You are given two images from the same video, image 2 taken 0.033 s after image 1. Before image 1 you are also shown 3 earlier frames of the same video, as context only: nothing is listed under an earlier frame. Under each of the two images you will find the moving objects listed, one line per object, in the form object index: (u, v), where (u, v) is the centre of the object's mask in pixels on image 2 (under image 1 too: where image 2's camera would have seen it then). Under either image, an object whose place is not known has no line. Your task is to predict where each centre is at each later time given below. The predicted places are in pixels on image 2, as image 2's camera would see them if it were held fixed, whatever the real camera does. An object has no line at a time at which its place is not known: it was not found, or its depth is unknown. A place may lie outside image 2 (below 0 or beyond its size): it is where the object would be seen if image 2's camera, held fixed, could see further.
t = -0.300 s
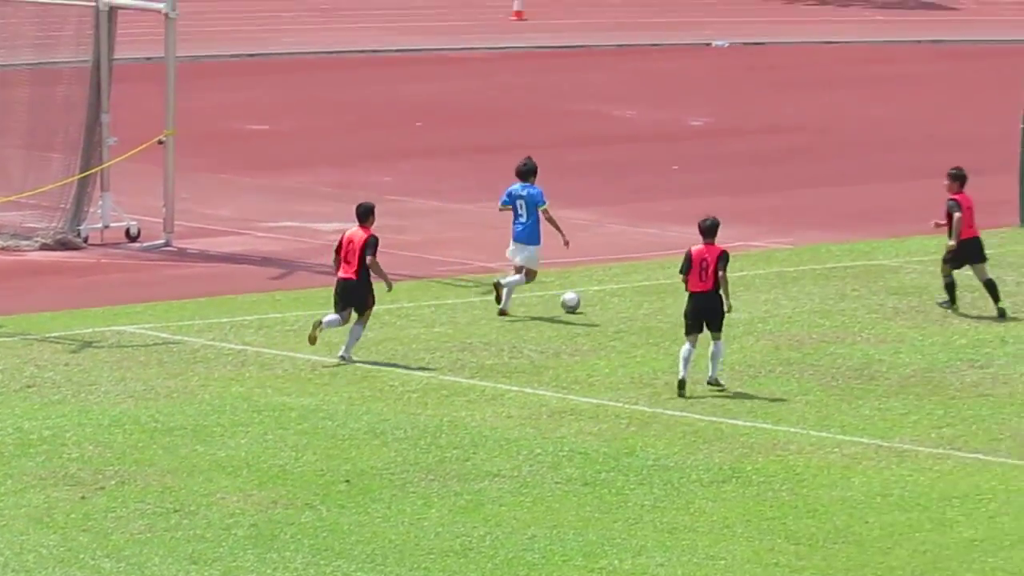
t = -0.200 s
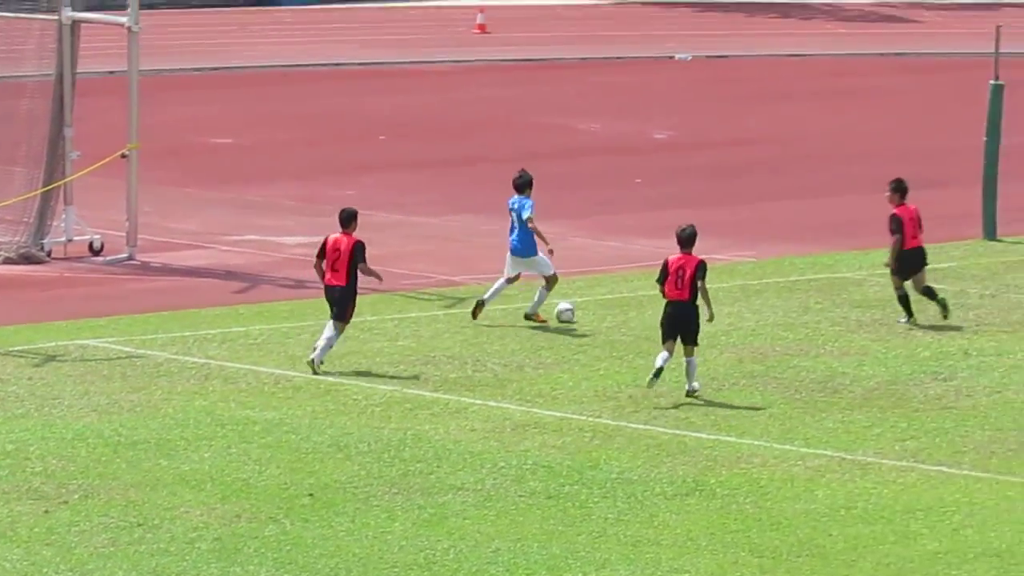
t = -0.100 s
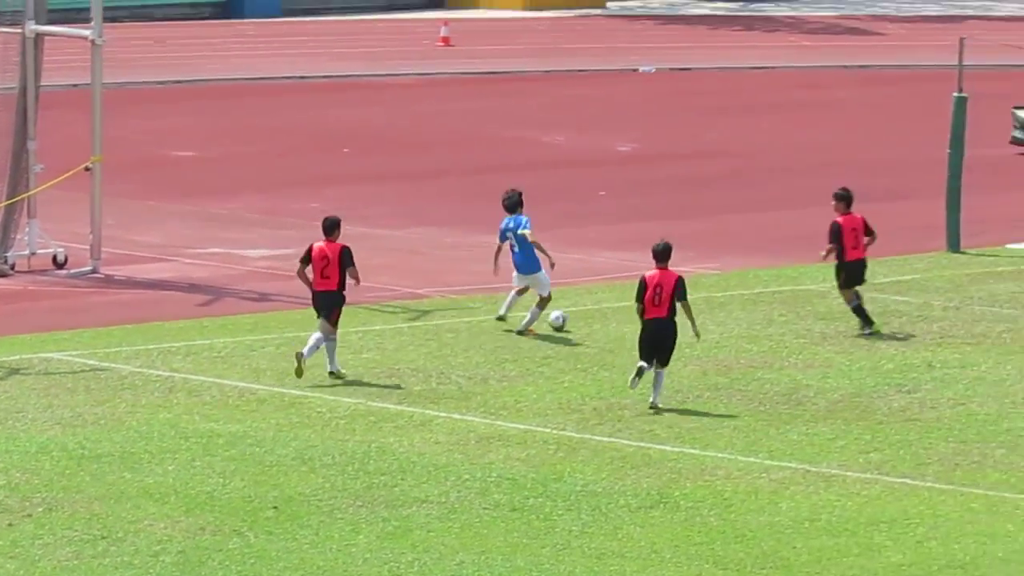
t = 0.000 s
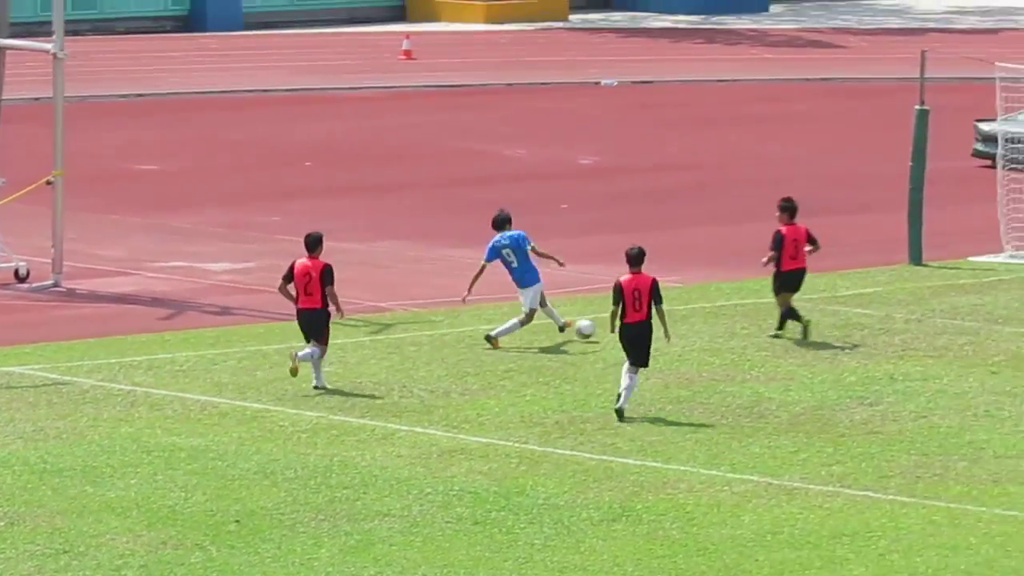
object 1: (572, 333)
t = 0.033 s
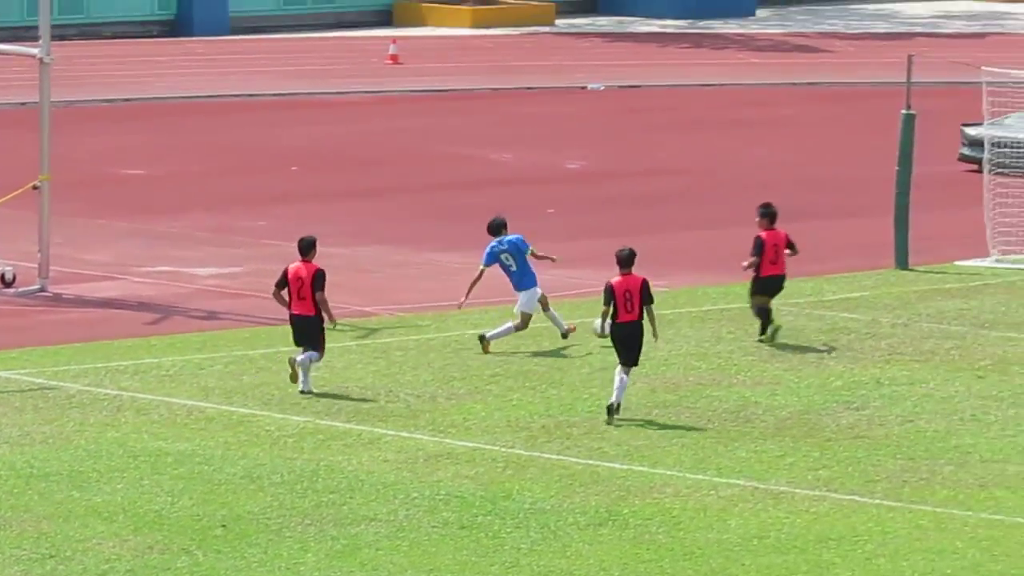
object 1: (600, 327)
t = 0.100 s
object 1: (668, 321)
